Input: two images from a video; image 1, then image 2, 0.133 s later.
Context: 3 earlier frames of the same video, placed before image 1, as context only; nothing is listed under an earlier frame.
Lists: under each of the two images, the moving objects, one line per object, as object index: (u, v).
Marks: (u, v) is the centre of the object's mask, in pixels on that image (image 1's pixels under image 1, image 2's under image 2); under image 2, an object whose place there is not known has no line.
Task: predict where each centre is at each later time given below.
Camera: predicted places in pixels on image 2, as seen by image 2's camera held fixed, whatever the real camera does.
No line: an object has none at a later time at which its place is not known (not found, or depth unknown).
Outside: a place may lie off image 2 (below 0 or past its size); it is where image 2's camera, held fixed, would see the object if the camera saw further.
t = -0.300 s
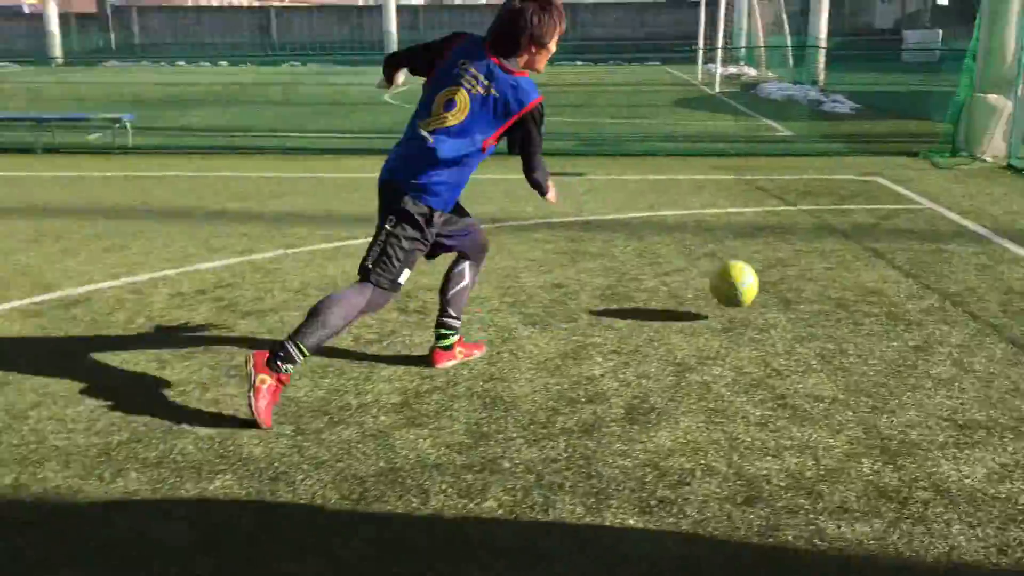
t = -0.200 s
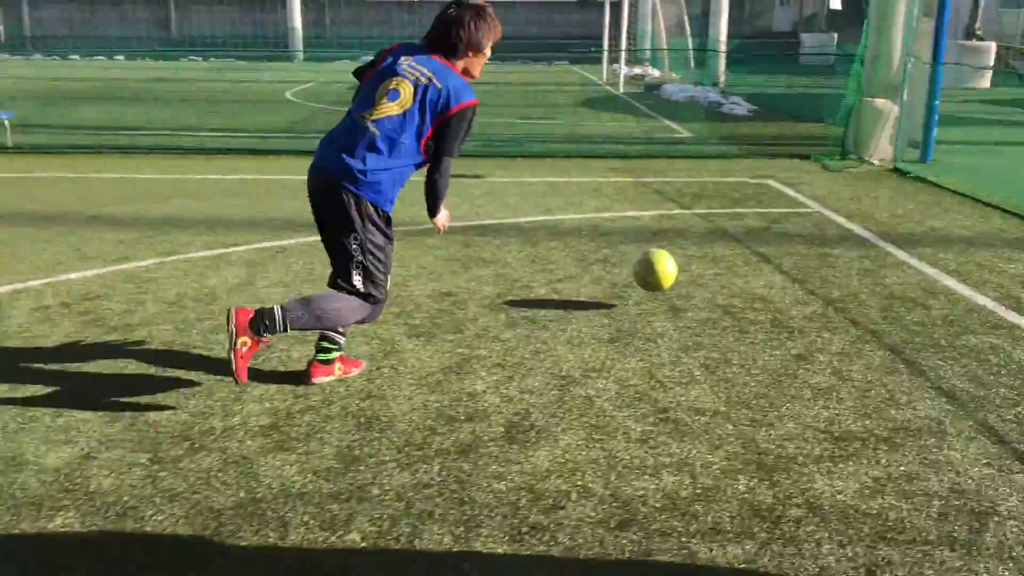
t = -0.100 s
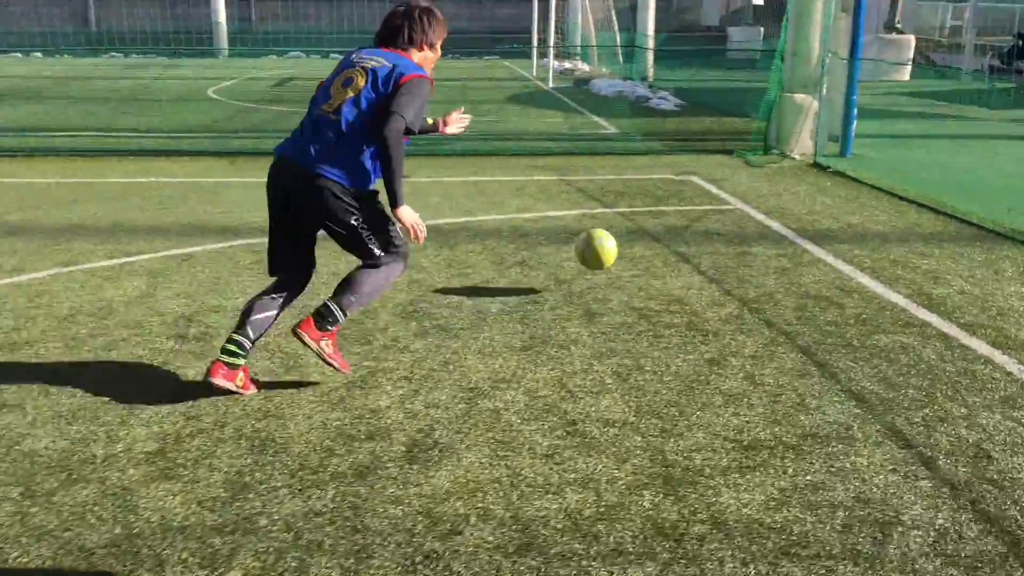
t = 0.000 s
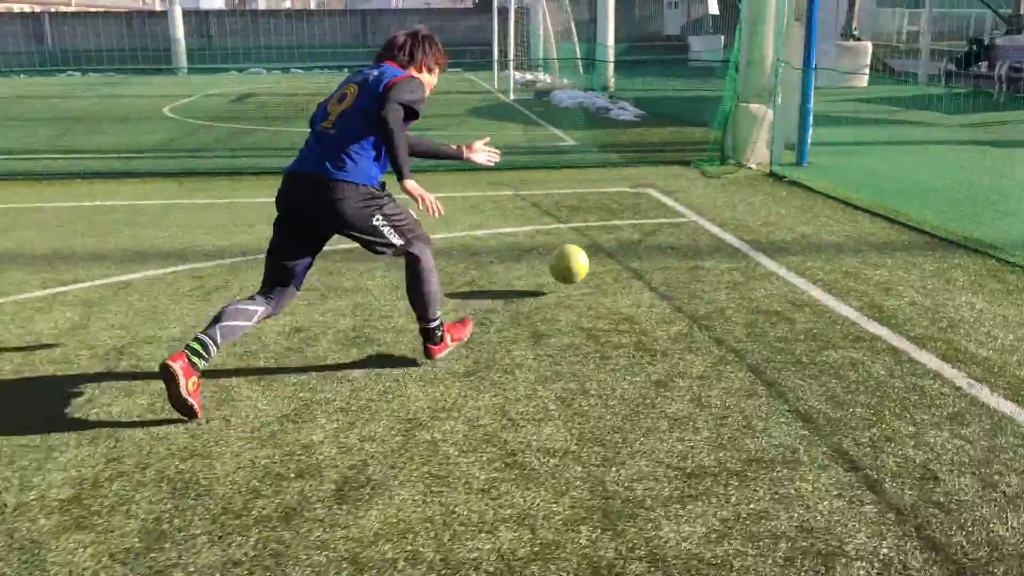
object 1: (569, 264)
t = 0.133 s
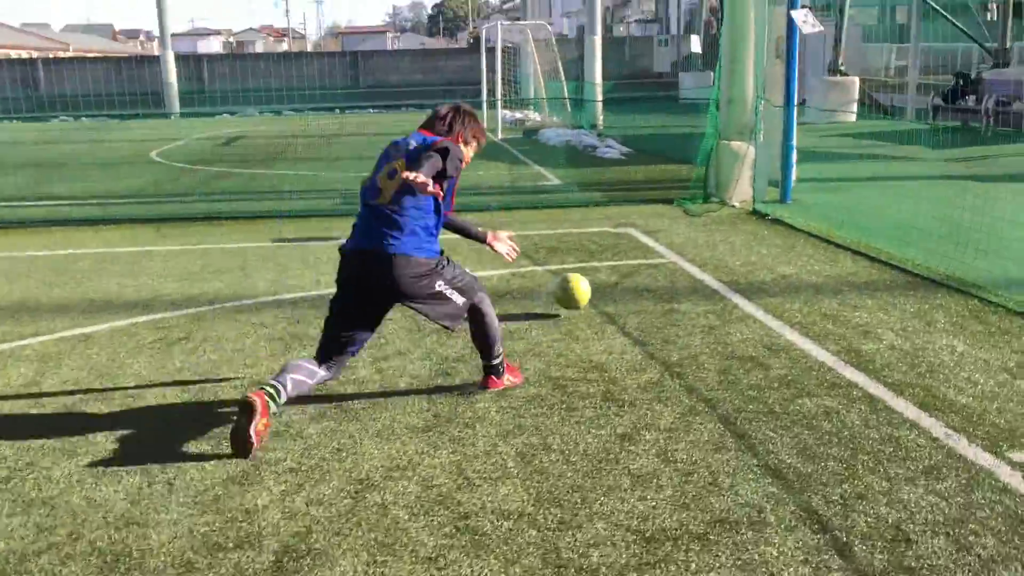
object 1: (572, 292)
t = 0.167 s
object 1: (581, 287)
